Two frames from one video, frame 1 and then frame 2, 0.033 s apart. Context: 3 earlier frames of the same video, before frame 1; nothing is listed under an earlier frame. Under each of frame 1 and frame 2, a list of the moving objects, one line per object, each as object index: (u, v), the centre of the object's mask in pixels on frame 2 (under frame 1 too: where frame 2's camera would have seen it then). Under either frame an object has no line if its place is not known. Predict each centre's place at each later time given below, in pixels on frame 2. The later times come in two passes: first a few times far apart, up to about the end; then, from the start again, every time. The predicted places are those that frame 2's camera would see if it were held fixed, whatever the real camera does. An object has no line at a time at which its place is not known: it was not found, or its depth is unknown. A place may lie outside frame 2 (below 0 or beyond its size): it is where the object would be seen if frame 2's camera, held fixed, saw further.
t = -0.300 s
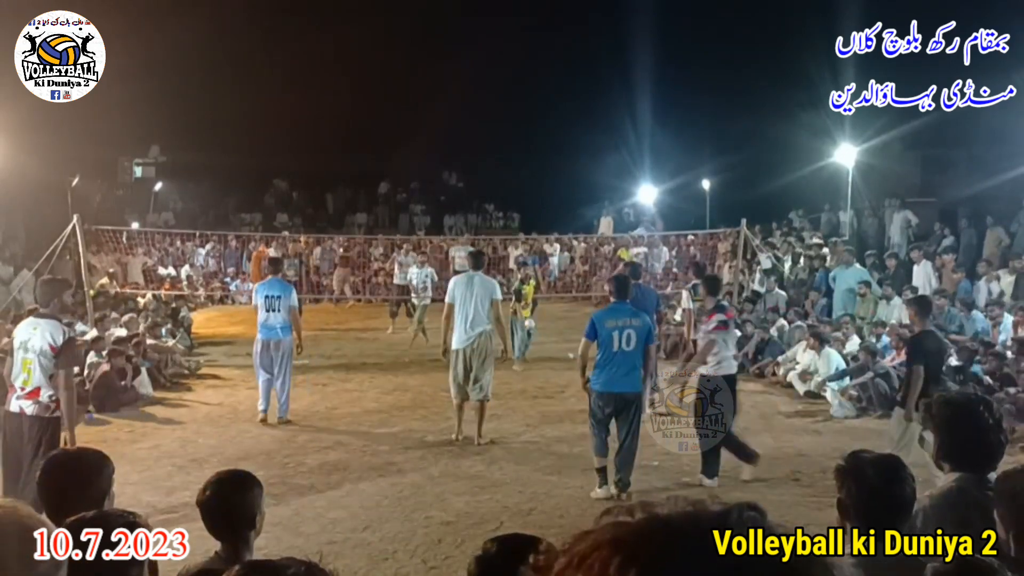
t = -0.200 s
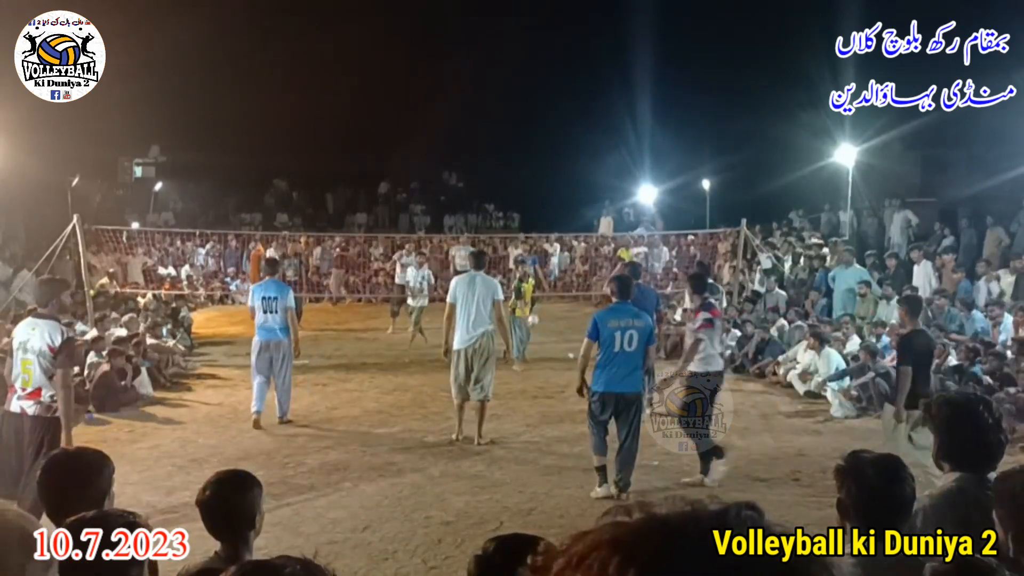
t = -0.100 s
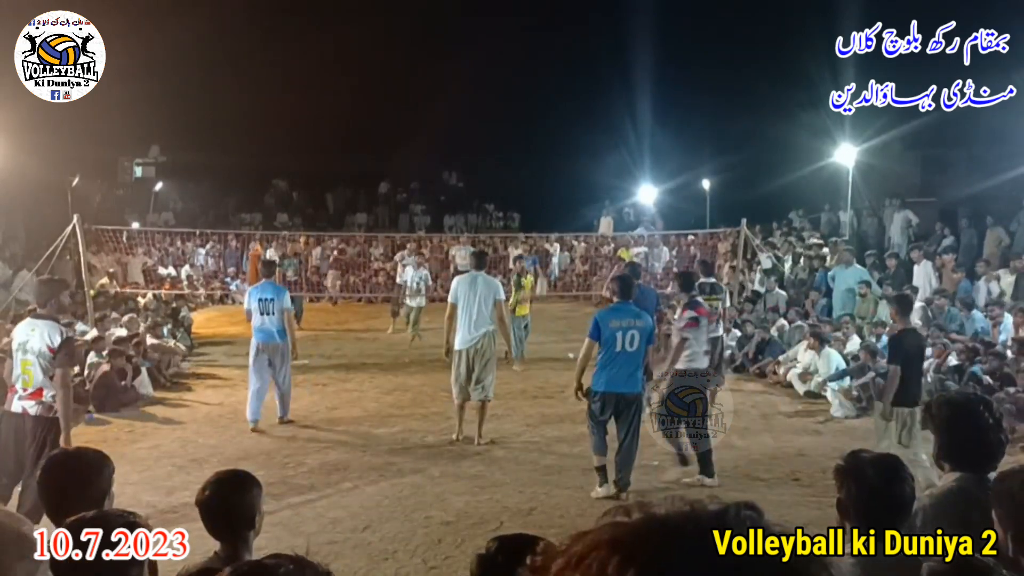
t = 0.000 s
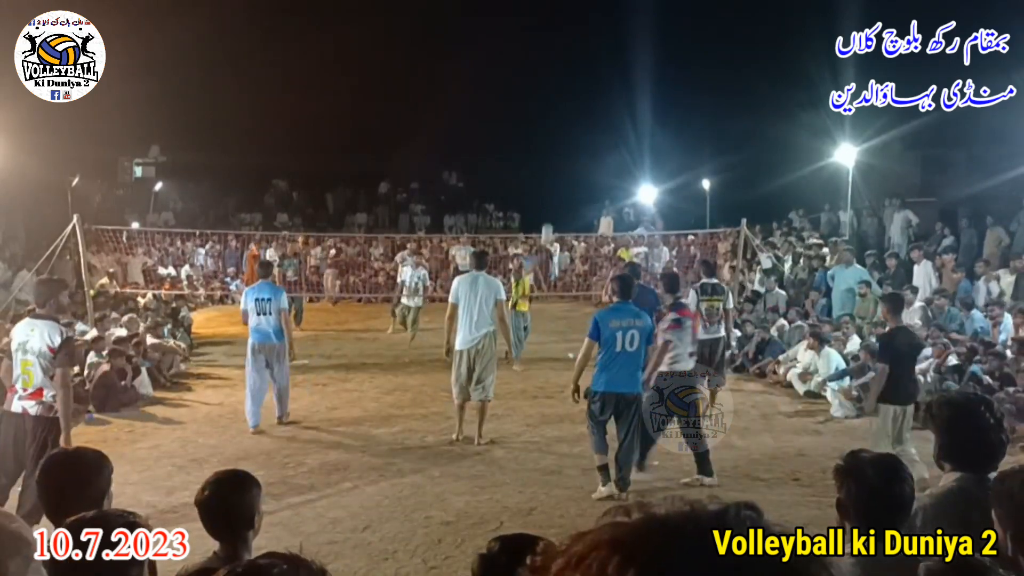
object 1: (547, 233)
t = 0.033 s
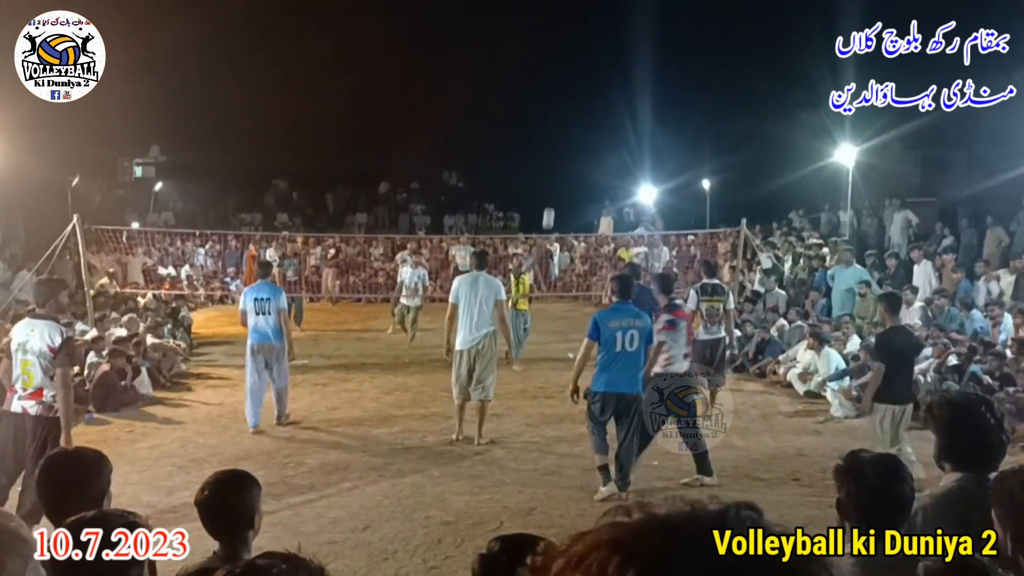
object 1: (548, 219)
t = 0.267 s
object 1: (561, 126)
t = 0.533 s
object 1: (576, 64)
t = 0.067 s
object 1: (550, 203)
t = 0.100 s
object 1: (552, 189)
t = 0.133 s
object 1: (554, 175)
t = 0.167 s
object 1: (556, 162)
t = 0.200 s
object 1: (557, 149)
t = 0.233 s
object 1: (559, 137)
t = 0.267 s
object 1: (561, 126)
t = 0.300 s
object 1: (563, 115)
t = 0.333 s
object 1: (565, 105)
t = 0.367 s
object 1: (567, 96)
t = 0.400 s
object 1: (569, 88)
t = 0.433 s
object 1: (571, 81)
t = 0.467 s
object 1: (572, 75)
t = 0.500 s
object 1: (574, 69)
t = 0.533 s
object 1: (576, 64)
